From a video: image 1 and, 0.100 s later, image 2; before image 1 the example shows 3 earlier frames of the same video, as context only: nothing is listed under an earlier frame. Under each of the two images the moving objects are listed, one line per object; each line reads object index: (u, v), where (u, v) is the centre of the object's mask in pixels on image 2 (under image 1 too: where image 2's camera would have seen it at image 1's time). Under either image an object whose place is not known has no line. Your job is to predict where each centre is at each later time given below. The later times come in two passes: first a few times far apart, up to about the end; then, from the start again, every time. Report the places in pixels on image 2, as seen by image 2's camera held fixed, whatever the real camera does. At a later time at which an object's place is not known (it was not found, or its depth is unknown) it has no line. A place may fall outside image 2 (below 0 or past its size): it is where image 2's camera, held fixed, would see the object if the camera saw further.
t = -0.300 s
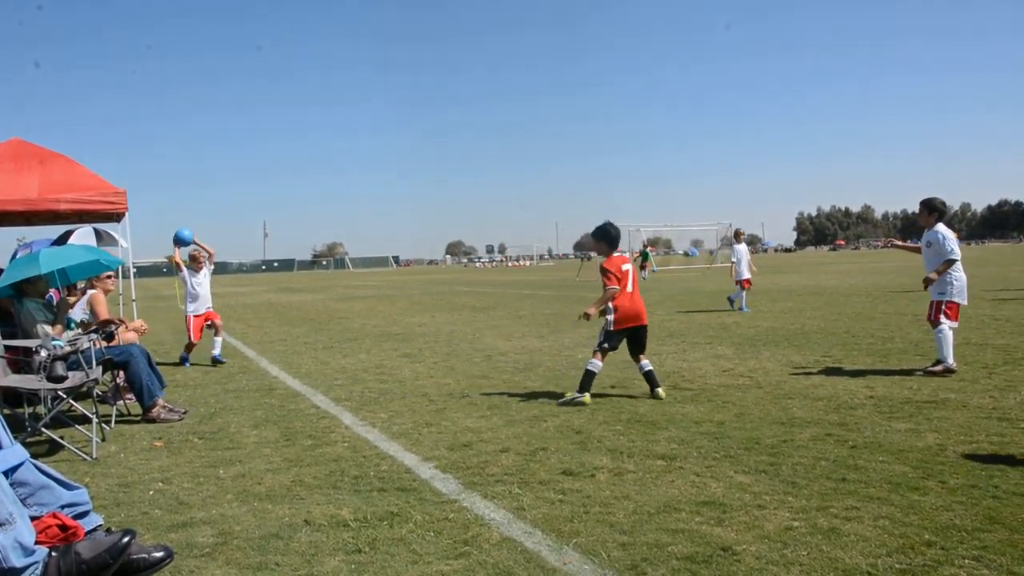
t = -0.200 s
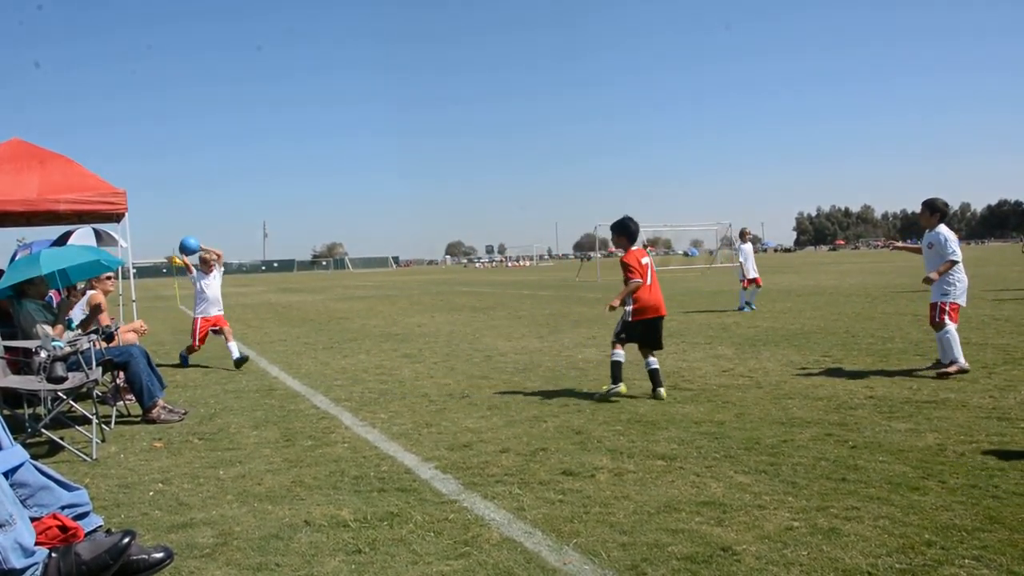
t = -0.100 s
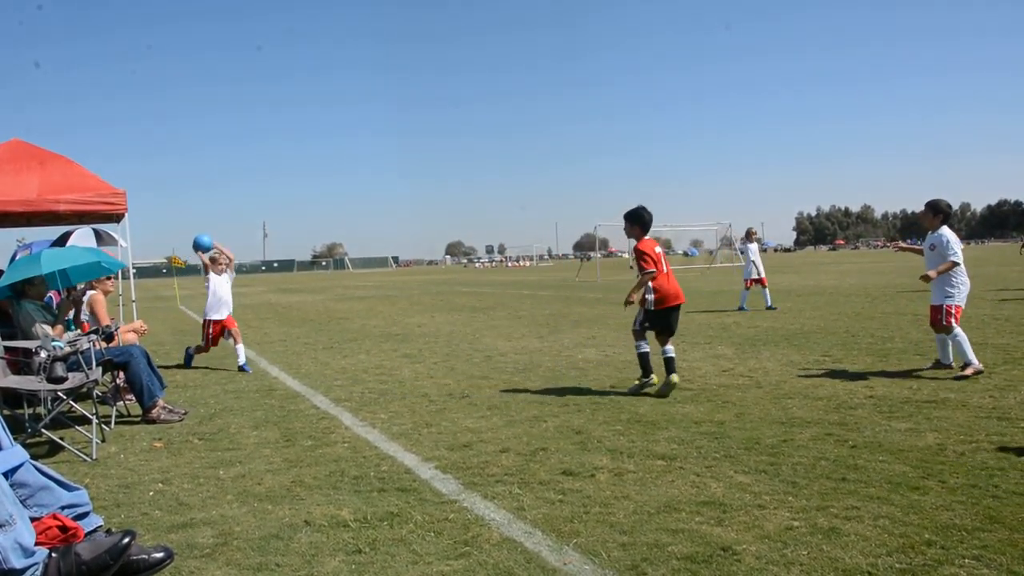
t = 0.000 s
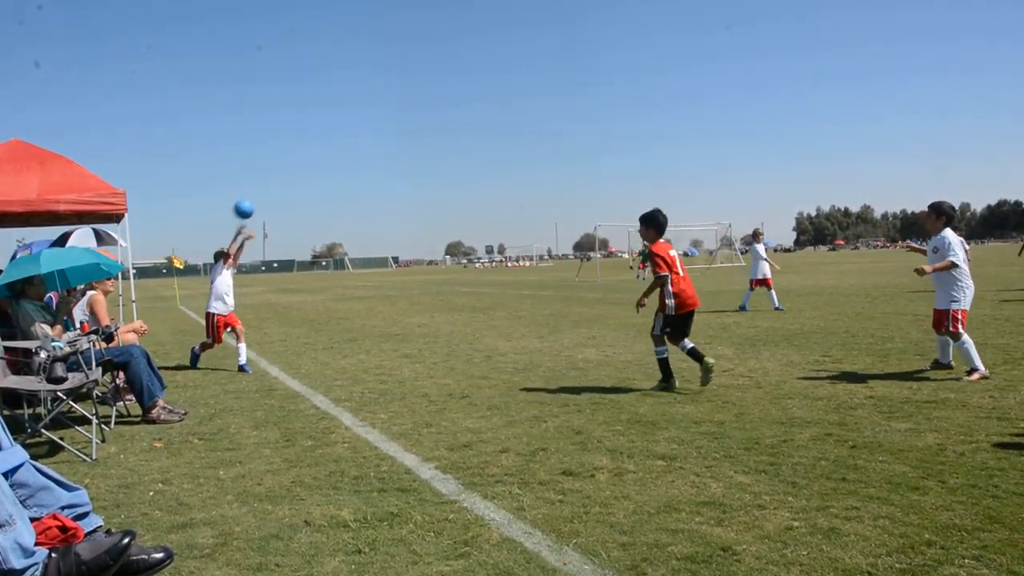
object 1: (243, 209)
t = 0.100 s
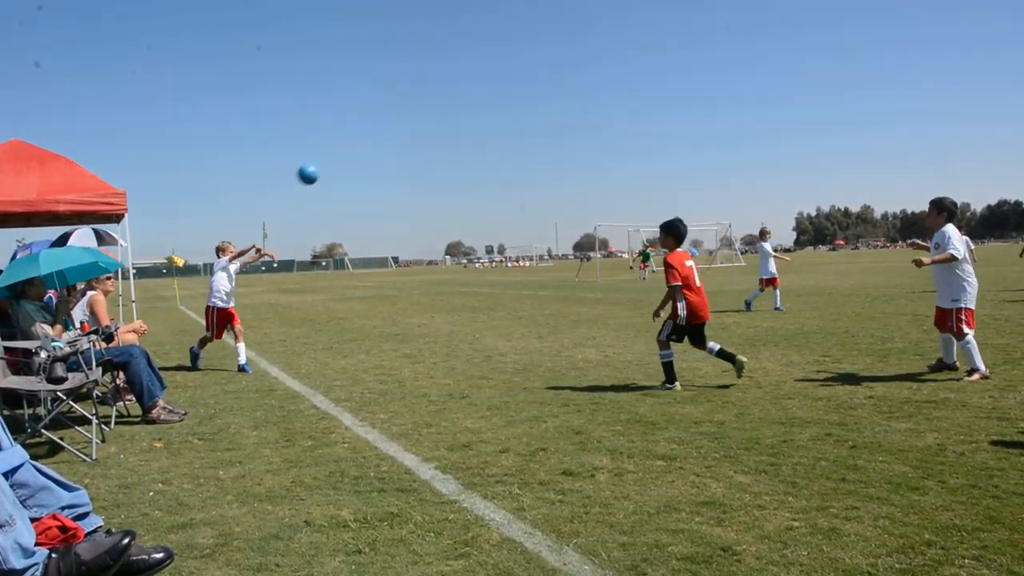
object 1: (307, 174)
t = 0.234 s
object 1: (402, 140)
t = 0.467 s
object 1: (594, 123)
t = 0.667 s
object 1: (783, 162)
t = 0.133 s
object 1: (331, 164)
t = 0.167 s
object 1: (354, 155)
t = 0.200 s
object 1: (378, 147)
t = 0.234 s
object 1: (402, 140)
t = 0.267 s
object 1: (428, 134)
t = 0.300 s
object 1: (454, 129)
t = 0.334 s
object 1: (480, 125)
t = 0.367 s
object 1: (508, 123)
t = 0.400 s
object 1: (535, 122)
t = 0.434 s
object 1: (564, 122)
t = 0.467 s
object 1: (594, 123)
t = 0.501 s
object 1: (624, 125)
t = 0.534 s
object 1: (655, 130)
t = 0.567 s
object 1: (686, 136)
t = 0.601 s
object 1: (718, 143)
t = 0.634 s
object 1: (750, 152)
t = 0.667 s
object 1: (783, 162)
